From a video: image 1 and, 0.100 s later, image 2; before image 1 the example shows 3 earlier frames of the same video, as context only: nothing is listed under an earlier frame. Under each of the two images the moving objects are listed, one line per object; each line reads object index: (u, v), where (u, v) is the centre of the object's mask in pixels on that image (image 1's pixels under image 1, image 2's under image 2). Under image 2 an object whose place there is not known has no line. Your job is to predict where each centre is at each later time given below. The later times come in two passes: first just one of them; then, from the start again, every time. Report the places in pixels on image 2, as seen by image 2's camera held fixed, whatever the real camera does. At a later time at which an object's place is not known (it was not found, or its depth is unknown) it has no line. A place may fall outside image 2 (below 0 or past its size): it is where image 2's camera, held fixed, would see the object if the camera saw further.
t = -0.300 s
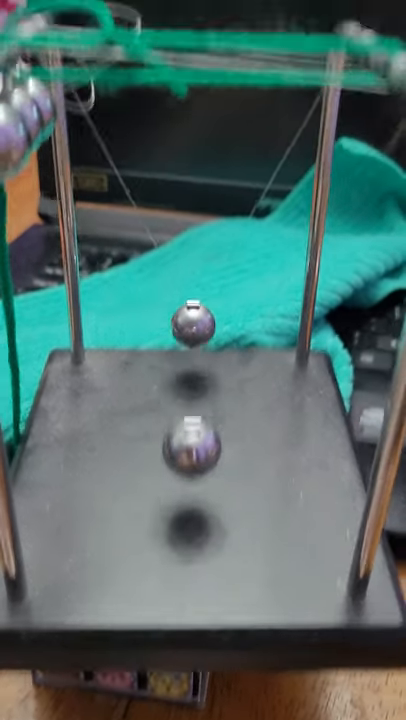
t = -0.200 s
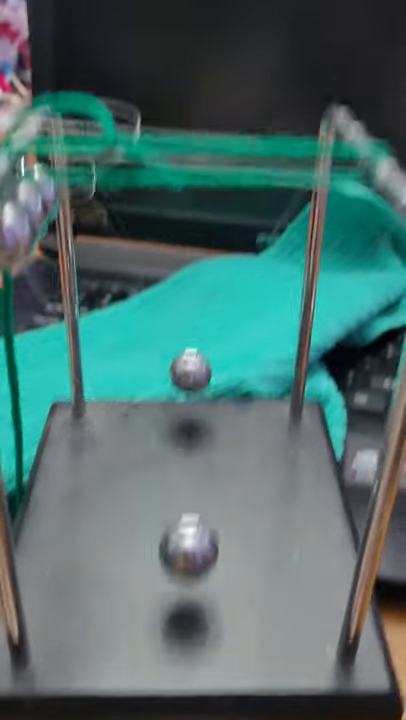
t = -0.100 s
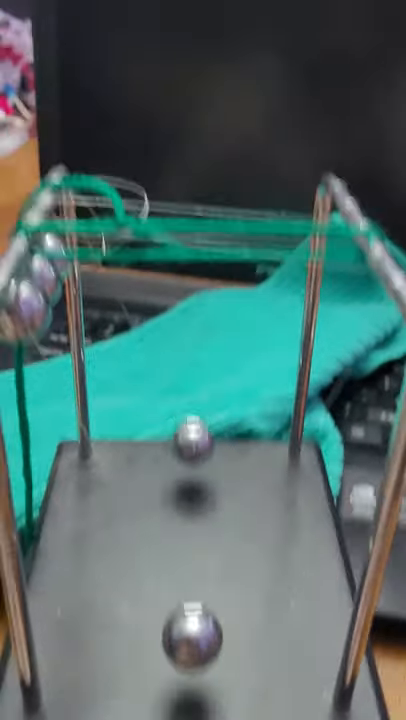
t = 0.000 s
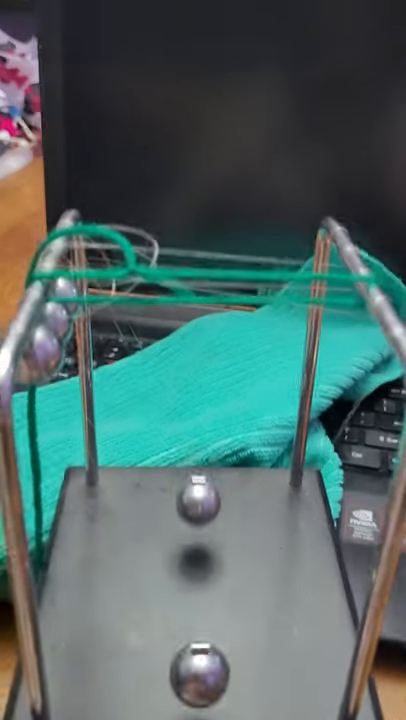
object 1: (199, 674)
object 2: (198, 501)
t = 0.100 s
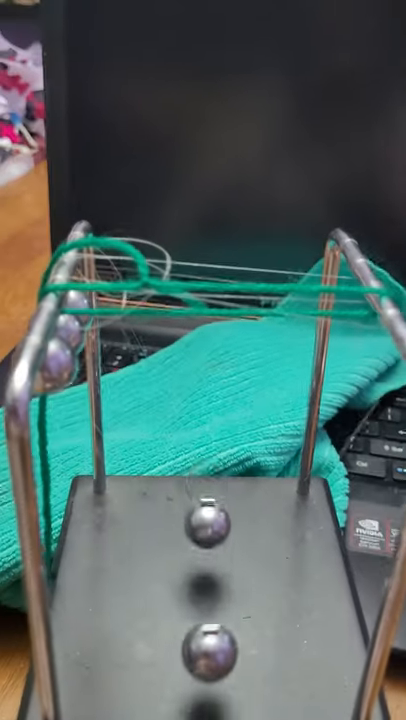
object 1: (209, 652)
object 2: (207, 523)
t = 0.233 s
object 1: (208, 600)
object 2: (206, 496)
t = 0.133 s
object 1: (209, 635)
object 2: (207, 521)
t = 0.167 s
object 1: (209, 621)
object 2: (207, 515)
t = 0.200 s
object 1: (208, 609)
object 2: (207, 507)
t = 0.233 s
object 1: (208, 600)
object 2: (206, 496)
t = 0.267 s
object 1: (207, 595)
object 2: (205, 485)
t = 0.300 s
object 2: (205, 474)
